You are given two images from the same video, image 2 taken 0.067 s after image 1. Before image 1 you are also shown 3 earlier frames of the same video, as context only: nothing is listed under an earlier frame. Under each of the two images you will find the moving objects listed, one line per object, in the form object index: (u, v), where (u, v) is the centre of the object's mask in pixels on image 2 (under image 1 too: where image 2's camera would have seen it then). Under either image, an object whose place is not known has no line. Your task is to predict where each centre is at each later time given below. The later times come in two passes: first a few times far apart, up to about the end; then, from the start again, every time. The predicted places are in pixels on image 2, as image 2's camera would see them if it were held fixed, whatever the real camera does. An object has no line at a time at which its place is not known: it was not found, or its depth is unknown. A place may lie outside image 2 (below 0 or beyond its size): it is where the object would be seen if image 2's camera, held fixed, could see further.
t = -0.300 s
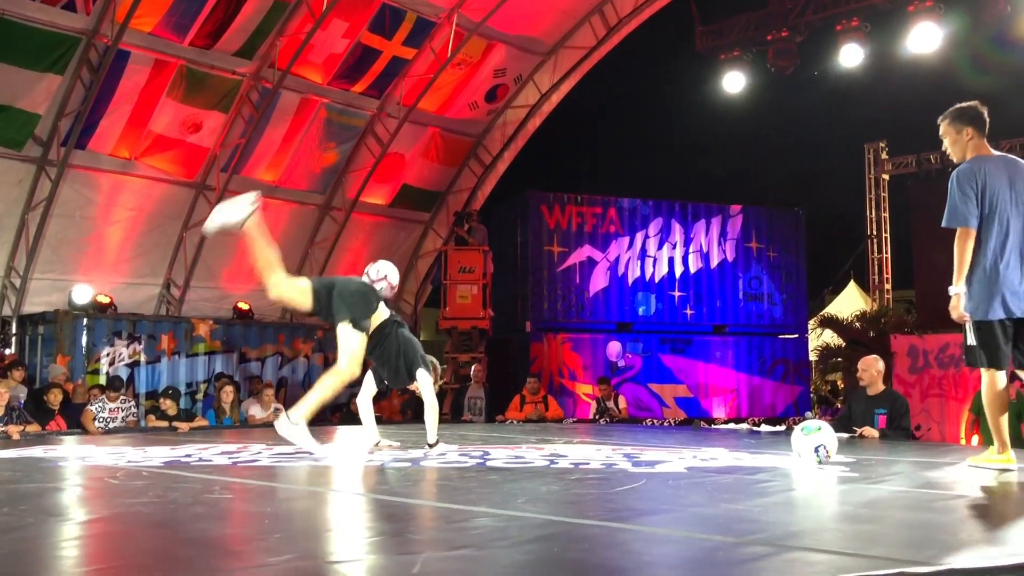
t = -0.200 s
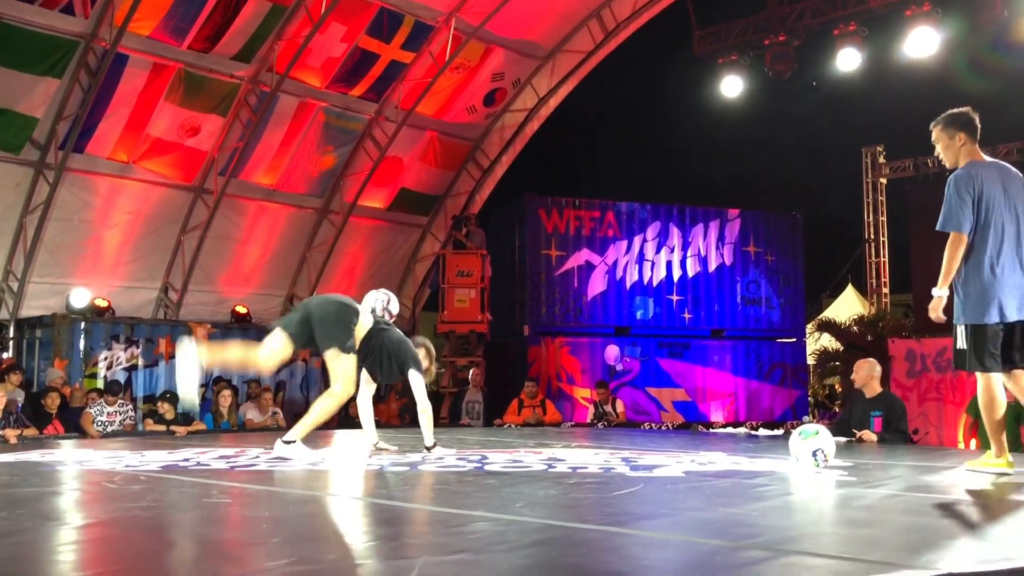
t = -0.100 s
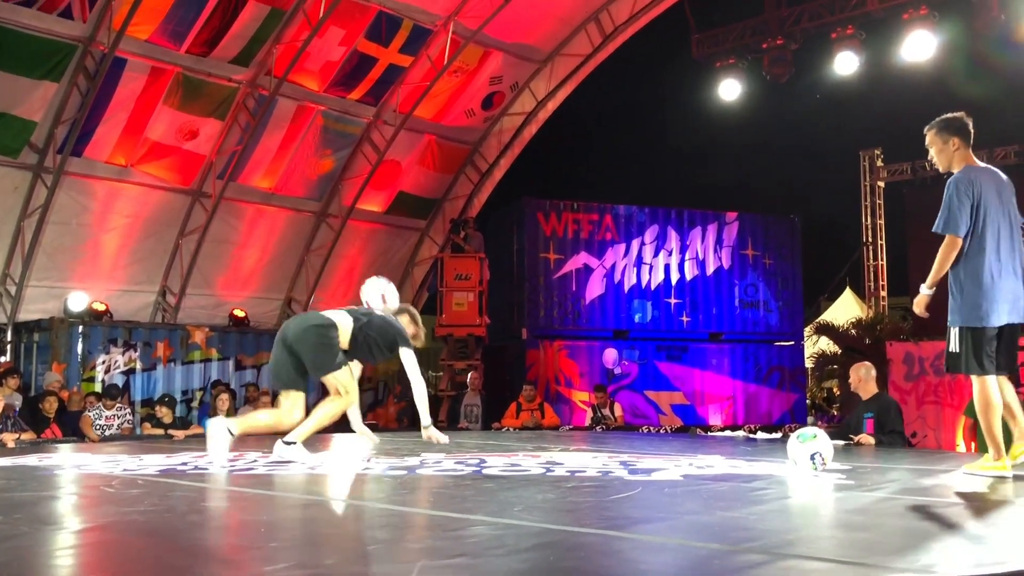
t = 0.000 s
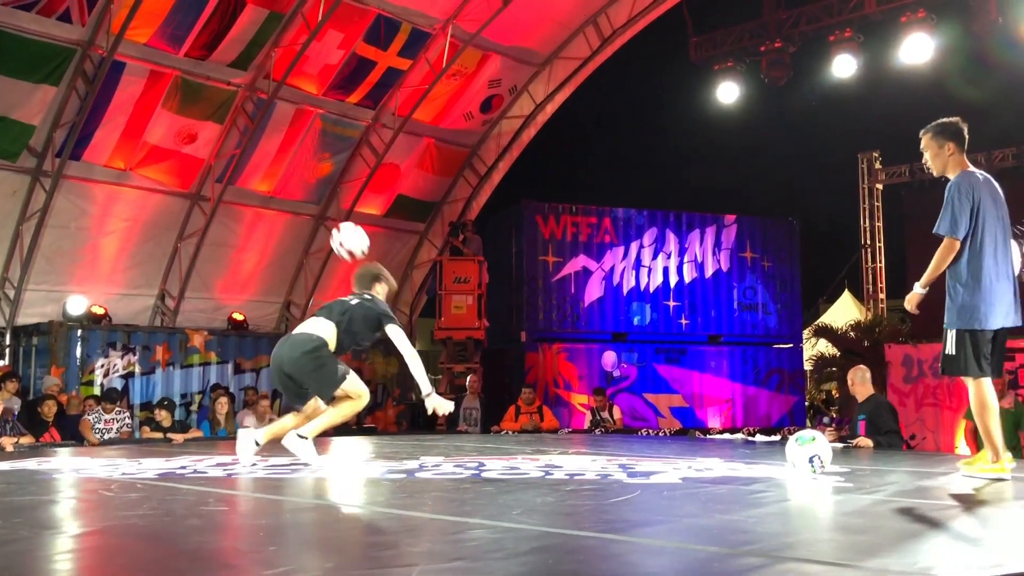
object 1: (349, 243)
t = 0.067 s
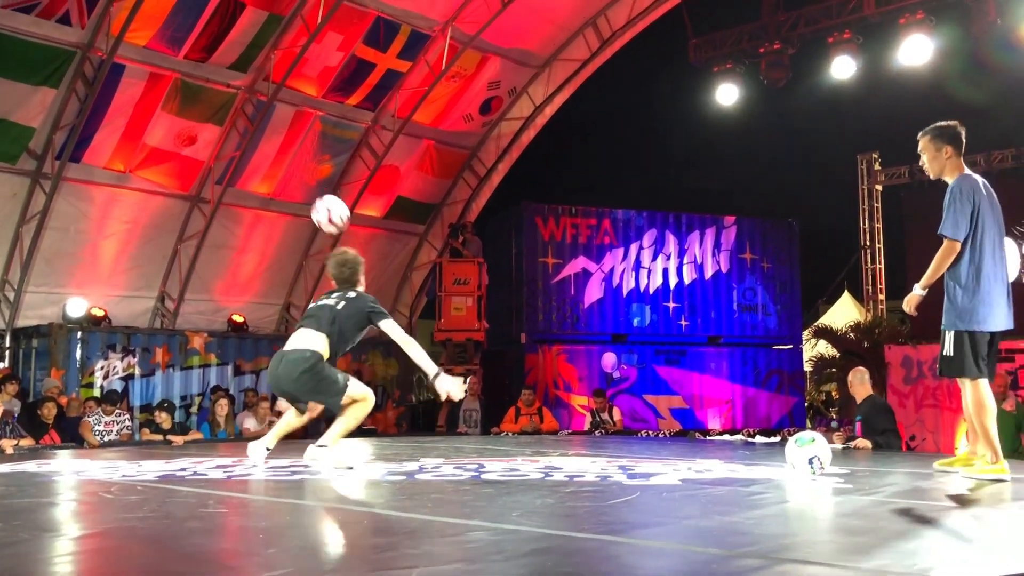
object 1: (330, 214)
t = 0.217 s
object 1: (288, 173)
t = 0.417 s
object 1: (232, 170)
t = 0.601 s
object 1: (181, 220)
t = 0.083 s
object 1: (326, 208)
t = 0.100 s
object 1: (321, 202)
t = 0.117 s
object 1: (316, 196)
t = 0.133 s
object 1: (311, 191)
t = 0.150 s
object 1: (307, 187)
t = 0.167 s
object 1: (302, 183)
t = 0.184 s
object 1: (298, 179)
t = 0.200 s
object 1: (293, 176)
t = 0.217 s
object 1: (288, 173)
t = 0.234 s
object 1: (284, 170)
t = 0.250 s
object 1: (279, 168)
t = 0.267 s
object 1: (274, 167)
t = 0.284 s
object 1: (269, 165)
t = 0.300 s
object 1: (265, 165)
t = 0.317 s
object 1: (260, 164)
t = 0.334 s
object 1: (256, 164)
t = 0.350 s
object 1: (251, 164)
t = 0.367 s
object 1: (246, 165)
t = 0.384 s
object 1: (242, 167)
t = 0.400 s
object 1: (237, 168)
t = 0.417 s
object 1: (232, 170)
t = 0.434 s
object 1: (227, 172)
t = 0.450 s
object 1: (223, 175)
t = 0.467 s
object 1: (218, 179)
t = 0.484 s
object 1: (213, 182)
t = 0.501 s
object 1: (209, 186)
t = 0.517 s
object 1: (204, 190)
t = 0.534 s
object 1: (199, 196)
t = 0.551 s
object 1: (195, 202)
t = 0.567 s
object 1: (190, 208)
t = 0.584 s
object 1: (185, 214)
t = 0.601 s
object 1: (181, 220)
